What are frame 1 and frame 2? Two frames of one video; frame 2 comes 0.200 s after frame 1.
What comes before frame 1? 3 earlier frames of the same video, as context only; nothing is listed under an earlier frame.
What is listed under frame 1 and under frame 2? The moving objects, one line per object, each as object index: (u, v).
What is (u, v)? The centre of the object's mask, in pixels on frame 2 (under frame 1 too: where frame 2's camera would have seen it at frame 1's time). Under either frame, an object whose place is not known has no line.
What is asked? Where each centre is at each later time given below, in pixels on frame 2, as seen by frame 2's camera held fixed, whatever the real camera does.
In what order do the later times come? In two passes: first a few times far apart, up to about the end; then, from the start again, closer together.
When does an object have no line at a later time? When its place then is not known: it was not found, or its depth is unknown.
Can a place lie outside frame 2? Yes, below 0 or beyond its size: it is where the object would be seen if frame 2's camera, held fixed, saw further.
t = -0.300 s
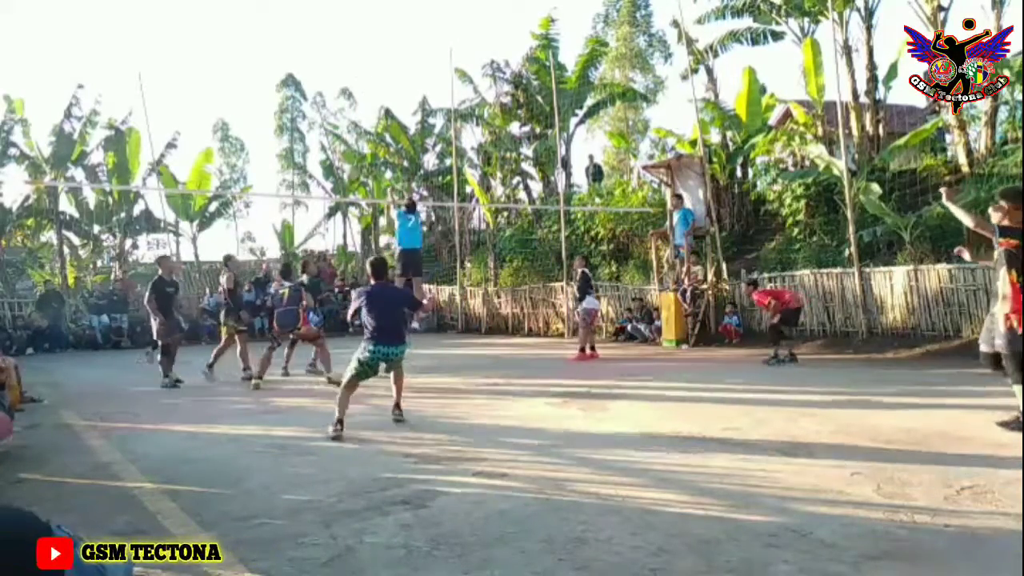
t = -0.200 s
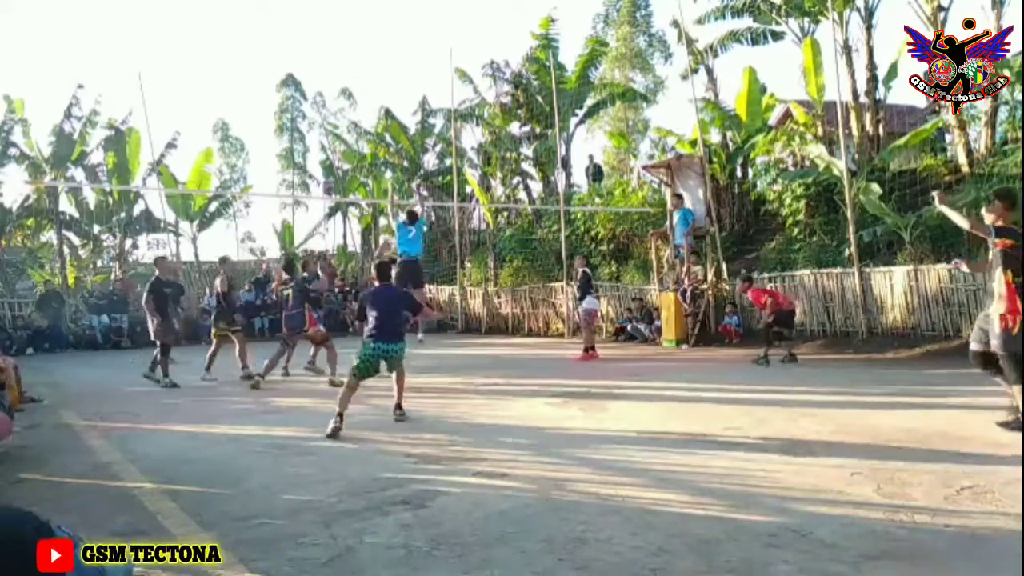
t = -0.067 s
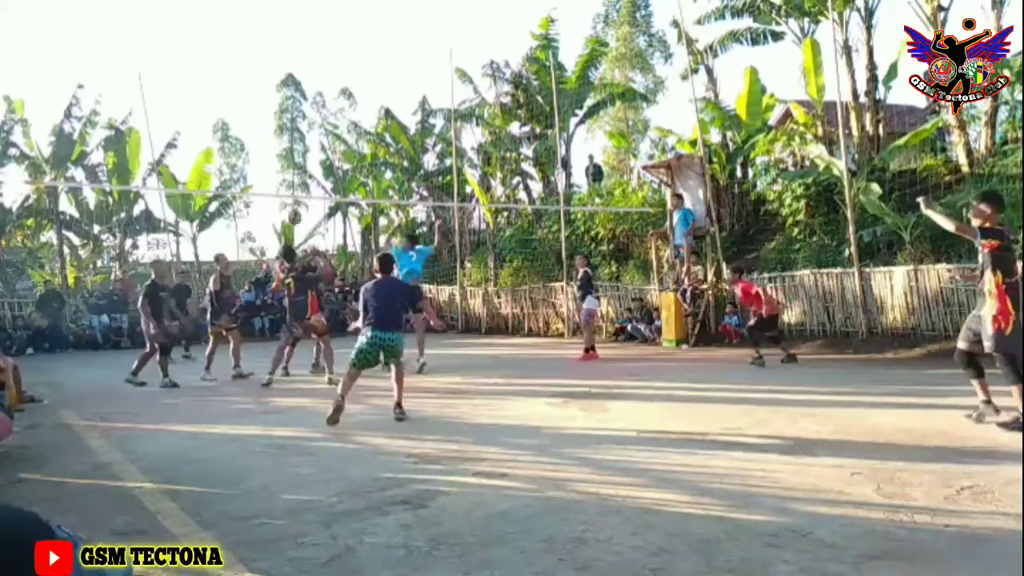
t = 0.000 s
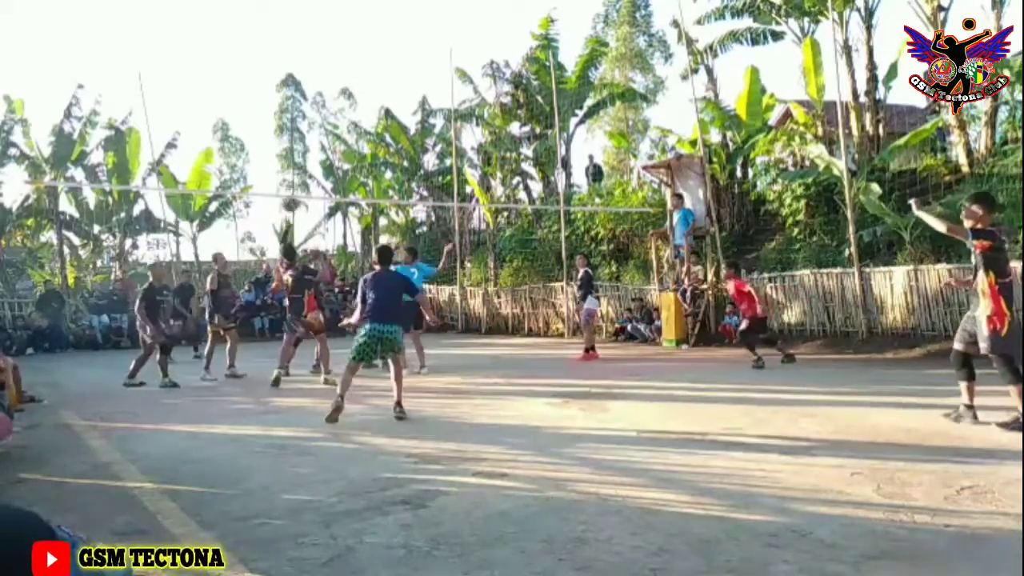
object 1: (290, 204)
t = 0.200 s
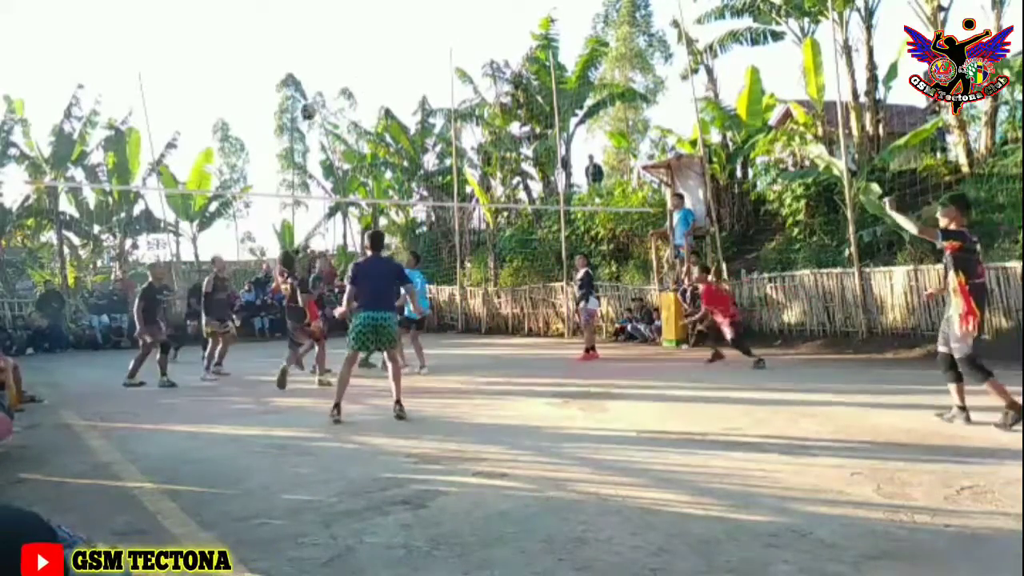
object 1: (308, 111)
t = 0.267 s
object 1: (314, 87)
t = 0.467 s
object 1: (334, 31)
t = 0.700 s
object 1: (361, 9)
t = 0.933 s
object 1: (393, 38)
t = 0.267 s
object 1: (314, 87)
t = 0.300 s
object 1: (317, 75)
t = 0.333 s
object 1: (320, 65)
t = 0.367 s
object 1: (324, 55)
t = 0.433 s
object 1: (331, 38)
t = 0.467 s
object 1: (334, 31)
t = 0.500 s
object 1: (338, 25)
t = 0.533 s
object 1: (341, 20)
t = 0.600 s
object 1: (349, 12)
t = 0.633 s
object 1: (353, 10)
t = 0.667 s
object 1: (358, 9)
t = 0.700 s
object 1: (361, 9)
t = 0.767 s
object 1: (370, 11)
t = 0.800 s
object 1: (375, 14)
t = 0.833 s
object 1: (379, 18)
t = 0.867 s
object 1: (383, 23)
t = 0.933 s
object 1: (393, 38)
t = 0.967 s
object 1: (398, 47)
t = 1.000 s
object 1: (403, 57)
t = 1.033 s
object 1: (408, 68)
